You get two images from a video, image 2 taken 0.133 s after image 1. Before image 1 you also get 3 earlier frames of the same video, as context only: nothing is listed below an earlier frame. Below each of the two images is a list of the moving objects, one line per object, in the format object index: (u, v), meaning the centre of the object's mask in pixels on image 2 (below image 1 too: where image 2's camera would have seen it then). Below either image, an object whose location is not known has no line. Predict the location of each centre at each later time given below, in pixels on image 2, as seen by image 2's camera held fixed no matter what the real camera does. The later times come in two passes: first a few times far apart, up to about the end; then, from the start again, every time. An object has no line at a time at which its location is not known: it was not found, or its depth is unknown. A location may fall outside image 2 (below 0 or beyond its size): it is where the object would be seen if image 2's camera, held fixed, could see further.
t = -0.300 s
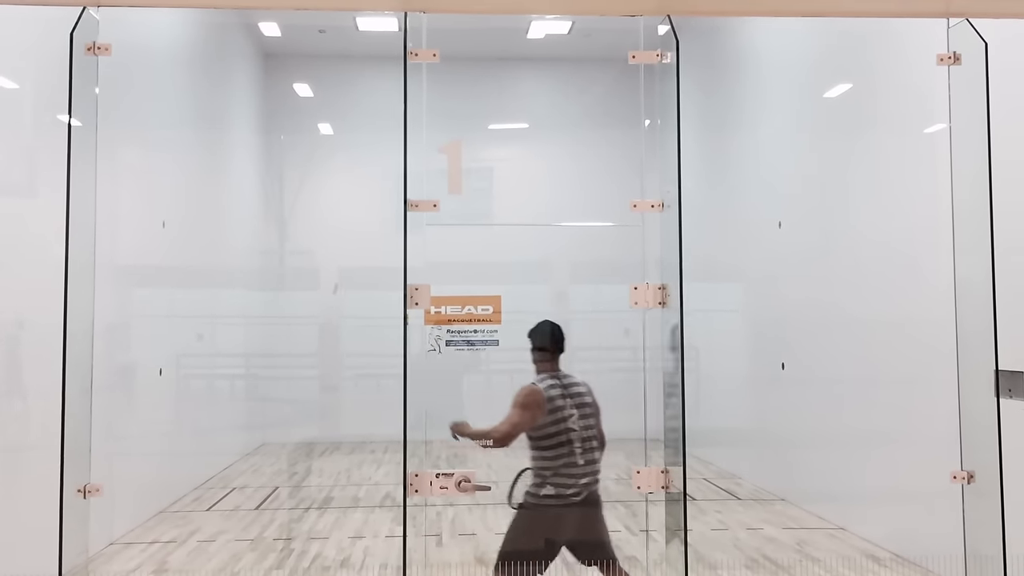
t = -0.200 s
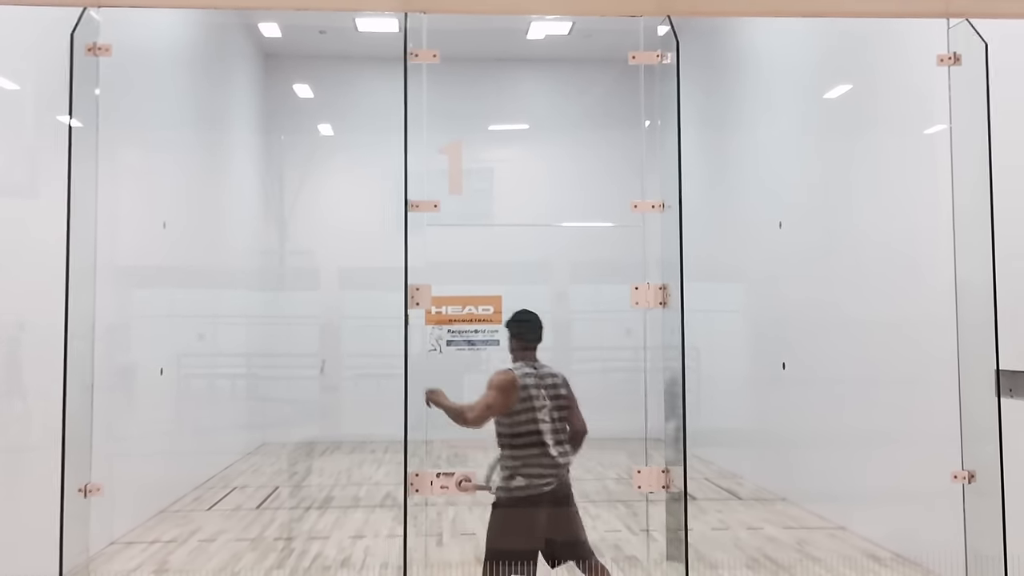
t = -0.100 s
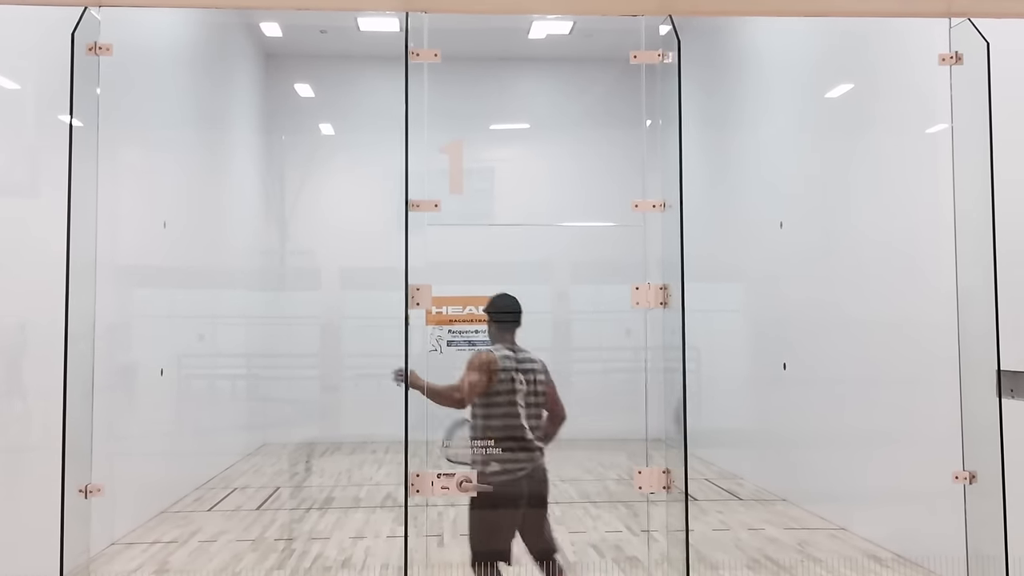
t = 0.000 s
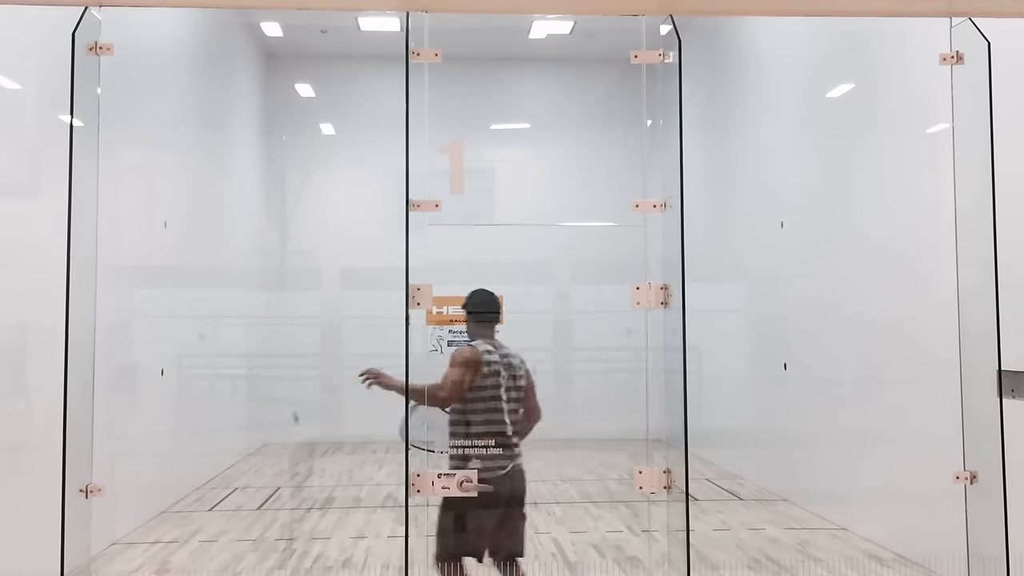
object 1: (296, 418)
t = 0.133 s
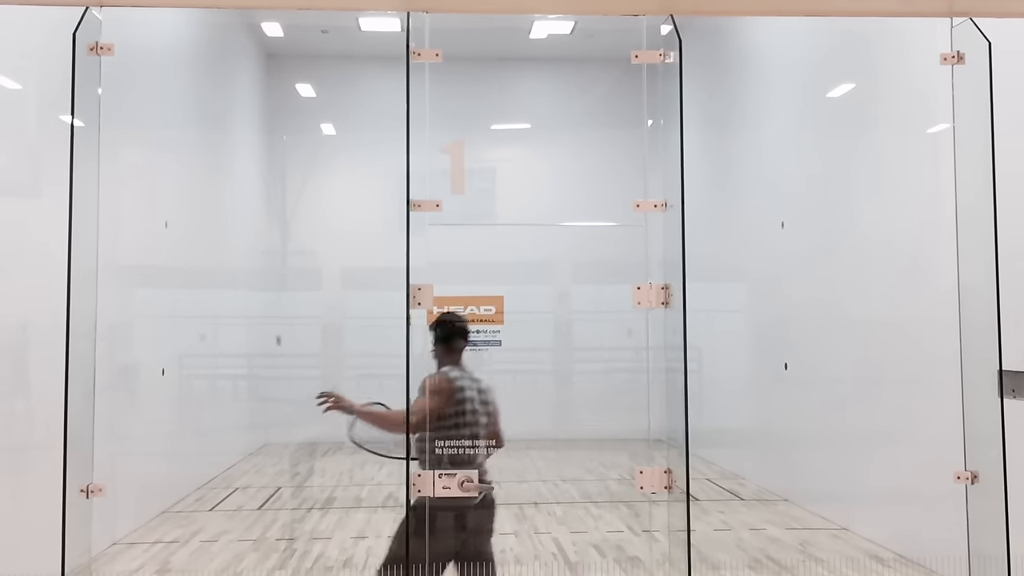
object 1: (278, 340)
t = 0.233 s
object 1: (263, 287)
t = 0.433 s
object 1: (227, 197)
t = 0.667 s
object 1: (173, 126)
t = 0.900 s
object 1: (101, 111)
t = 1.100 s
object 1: (9, 172)
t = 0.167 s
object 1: (273, 322)
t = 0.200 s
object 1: (268, 304)
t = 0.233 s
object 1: (263, 287)
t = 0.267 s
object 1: (258, 271)
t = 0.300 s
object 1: (252, 255)
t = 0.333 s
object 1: (246, 239)
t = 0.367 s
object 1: (240, 224)
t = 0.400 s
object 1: (233, 210)
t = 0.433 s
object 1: (227, 197)
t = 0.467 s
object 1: (220, 184)
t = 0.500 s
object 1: (213, 172)
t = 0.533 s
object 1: (206, 161)
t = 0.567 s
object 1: (198, 151)
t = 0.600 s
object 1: (190, 142)
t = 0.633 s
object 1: (182, 133)
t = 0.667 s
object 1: (173, 126)
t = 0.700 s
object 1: (164, 119)
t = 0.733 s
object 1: (155, 115)
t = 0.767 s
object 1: (144, 111)
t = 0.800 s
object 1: (134, 109)
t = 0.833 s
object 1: (123, 108)
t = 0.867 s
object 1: (111, 109)
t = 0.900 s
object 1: (101, 111)
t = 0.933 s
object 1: (88, 116)
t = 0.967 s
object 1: (70, 125)
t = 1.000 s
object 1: (57, 131)
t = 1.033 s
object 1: (43, 142)
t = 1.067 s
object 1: (26, 155)
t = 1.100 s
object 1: (9, 172)
